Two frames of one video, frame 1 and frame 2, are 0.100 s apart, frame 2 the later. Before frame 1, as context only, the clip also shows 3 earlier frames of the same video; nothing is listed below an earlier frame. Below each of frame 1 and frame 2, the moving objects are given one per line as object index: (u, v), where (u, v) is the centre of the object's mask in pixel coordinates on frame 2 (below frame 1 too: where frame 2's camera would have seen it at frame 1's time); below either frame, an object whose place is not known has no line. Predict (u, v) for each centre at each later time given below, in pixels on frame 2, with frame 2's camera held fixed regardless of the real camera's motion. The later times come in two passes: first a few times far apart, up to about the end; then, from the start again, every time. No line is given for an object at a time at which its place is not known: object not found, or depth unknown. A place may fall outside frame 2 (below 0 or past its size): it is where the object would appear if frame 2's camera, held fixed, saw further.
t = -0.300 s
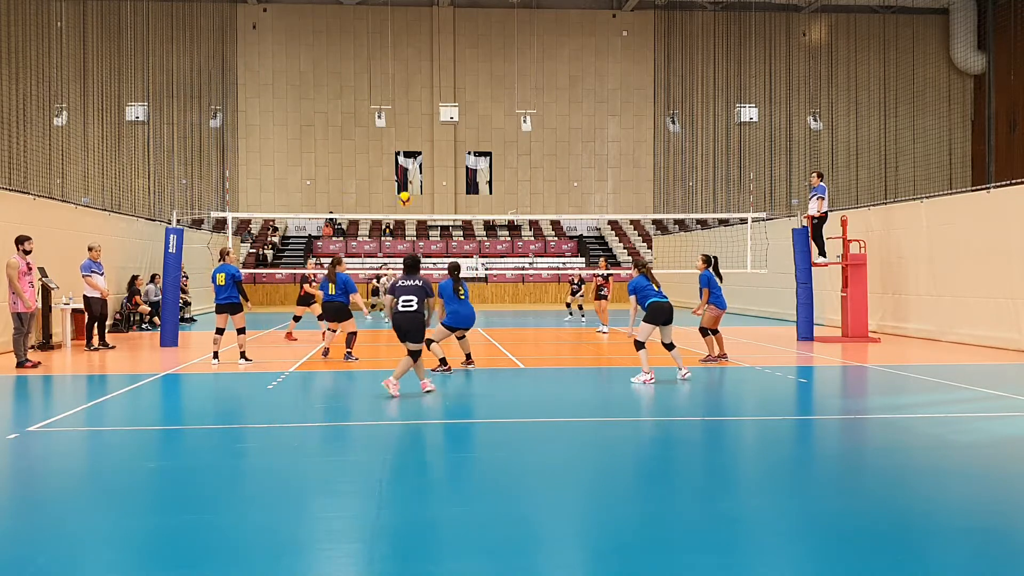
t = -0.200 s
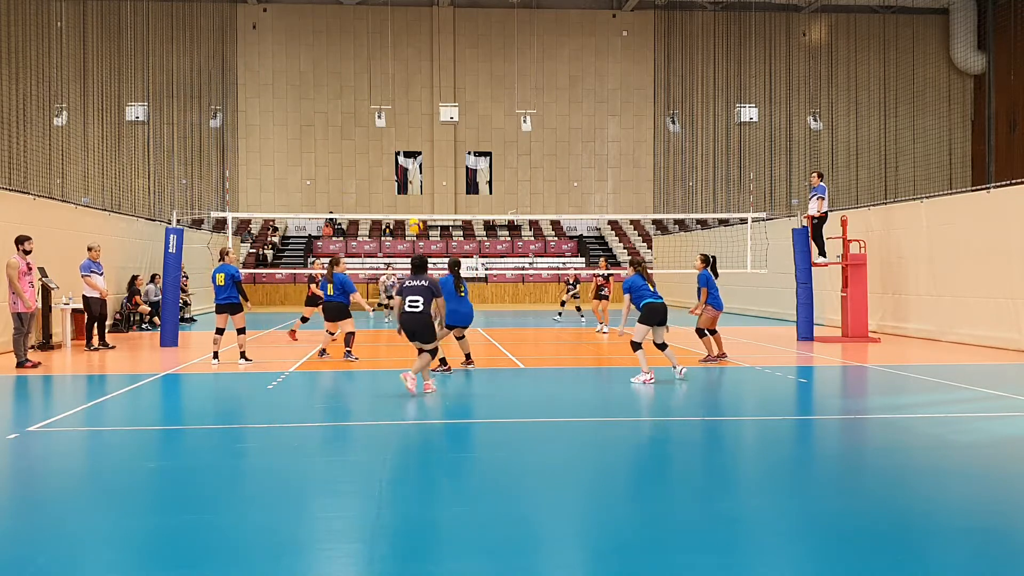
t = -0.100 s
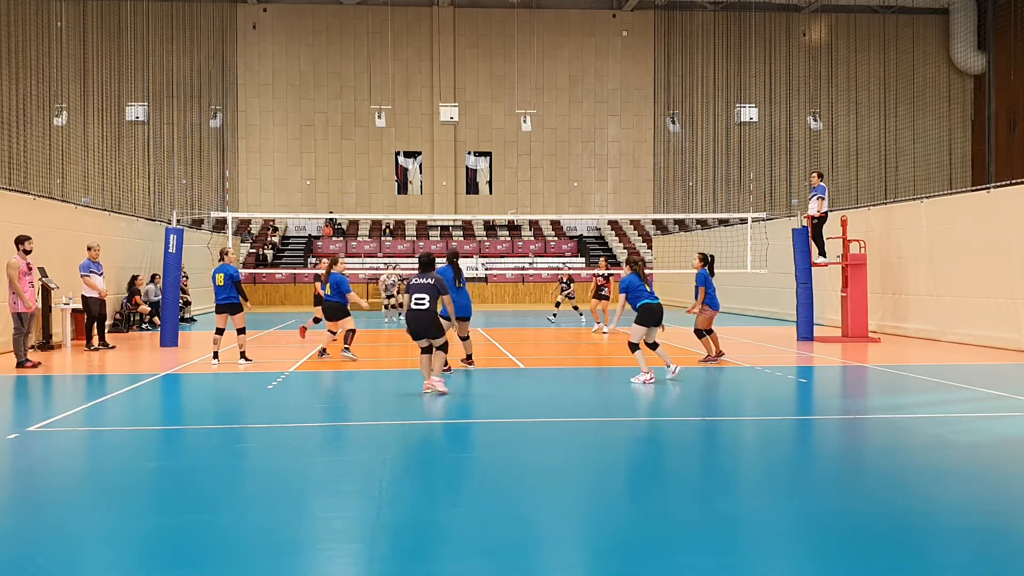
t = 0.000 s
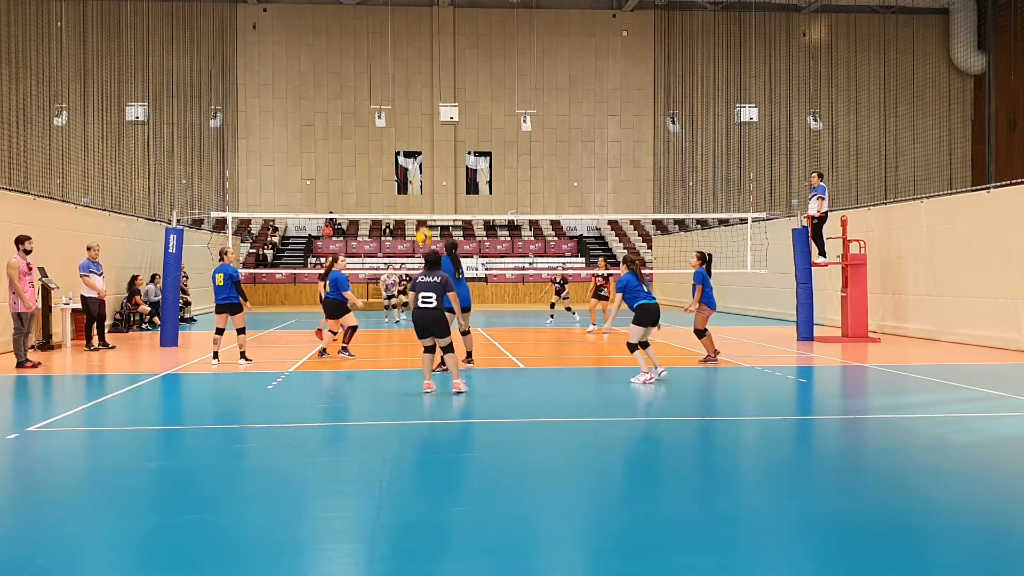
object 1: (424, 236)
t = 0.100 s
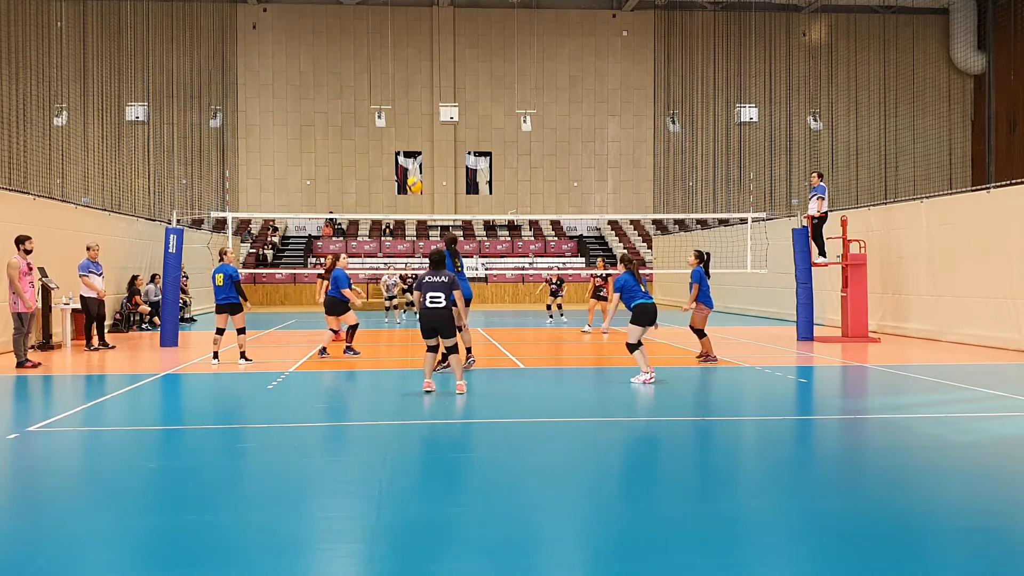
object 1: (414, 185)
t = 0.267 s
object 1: (399, 117)
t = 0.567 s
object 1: (374, 52)
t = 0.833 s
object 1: (353, 49)
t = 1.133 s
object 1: (332, 105)
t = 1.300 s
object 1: (321, 162)
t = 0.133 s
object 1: (411, 170)
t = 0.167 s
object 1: (408, 154)
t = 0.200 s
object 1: (405, 142)
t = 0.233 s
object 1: (402, 129)
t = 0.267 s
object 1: (399, 117)
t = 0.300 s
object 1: (396, 107)
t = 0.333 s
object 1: (393, 97)
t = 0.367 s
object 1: (390, 88)
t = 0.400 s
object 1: (387, 80)
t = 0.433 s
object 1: (385, 72)
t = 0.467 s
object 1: (382, 66)
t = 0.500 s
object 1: (379, 60)
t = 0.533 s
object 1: (377, 55)
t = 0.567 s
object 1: (374, 52)
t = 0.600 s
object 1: (371, 49)
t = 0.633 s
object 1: (369, 47)
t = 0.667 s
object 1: (366, 45)
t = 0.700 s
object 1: (363, 44)
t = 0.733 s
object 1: (360, 44)
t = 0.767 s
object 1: (358, 45)
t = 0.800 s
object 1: (356, 47)
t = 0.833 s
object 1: (353, 49)
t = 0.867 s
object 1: (350, 52)
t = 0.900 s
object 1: (348, 56)
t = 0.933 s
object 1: (346, 61)
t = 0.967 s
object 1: (343, 68)
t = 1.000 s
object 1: (341, 73)
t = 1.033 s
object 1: (338, 80)
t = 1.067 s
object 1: (336, 88)
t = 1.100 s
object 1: (334, 96)
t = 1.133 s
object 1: (332, 105)
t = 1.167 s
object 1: (329, 116)
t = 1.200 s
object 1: (327, 126)
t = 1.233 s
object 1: (325, 136)
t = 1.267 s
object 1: (323, 149)
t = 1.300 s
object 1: (321, 162)
